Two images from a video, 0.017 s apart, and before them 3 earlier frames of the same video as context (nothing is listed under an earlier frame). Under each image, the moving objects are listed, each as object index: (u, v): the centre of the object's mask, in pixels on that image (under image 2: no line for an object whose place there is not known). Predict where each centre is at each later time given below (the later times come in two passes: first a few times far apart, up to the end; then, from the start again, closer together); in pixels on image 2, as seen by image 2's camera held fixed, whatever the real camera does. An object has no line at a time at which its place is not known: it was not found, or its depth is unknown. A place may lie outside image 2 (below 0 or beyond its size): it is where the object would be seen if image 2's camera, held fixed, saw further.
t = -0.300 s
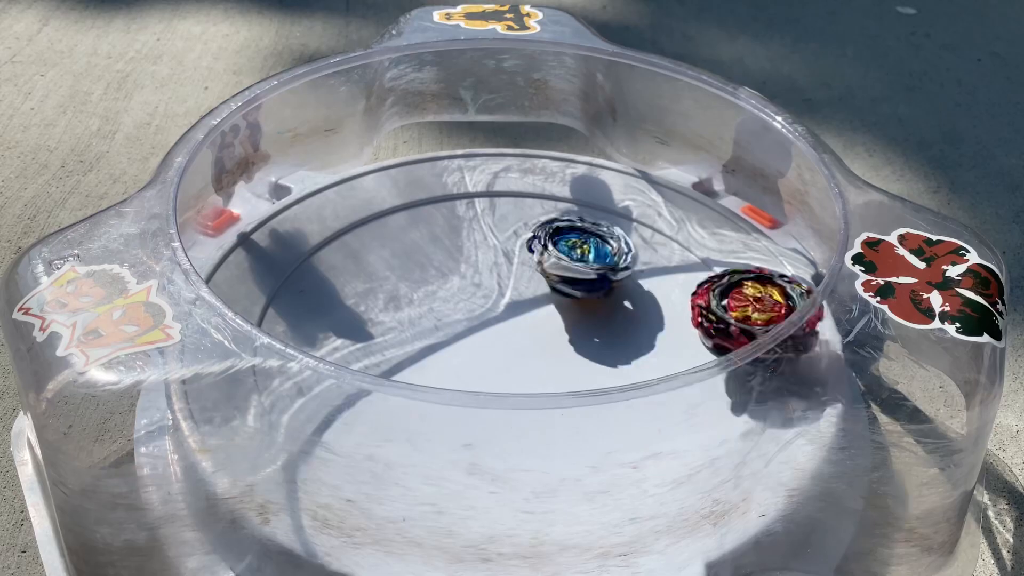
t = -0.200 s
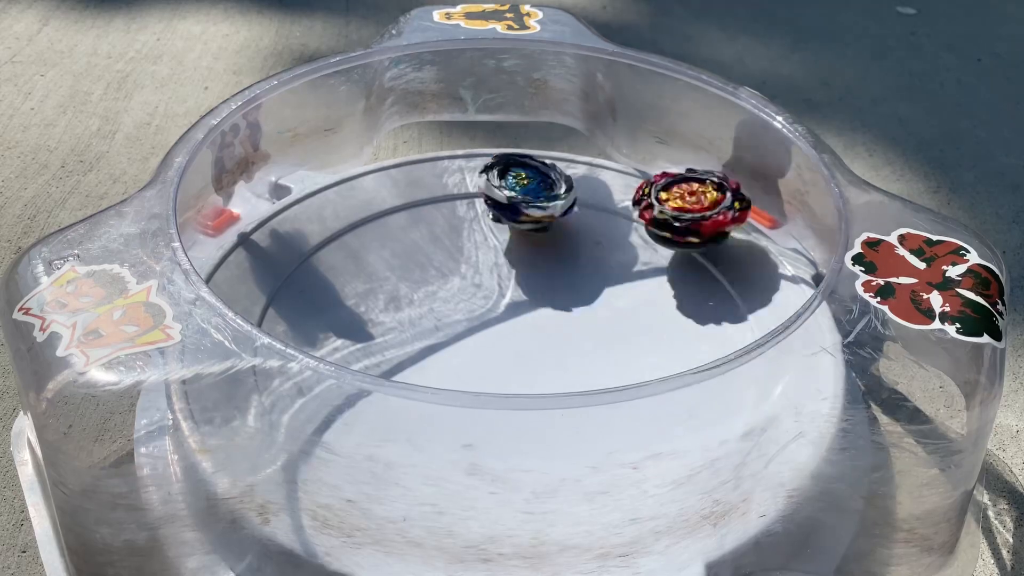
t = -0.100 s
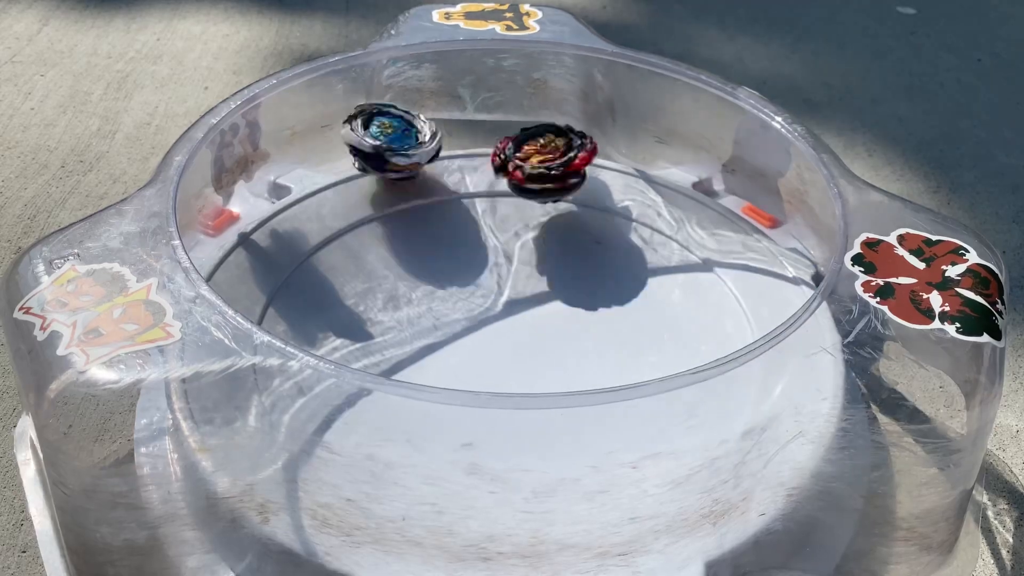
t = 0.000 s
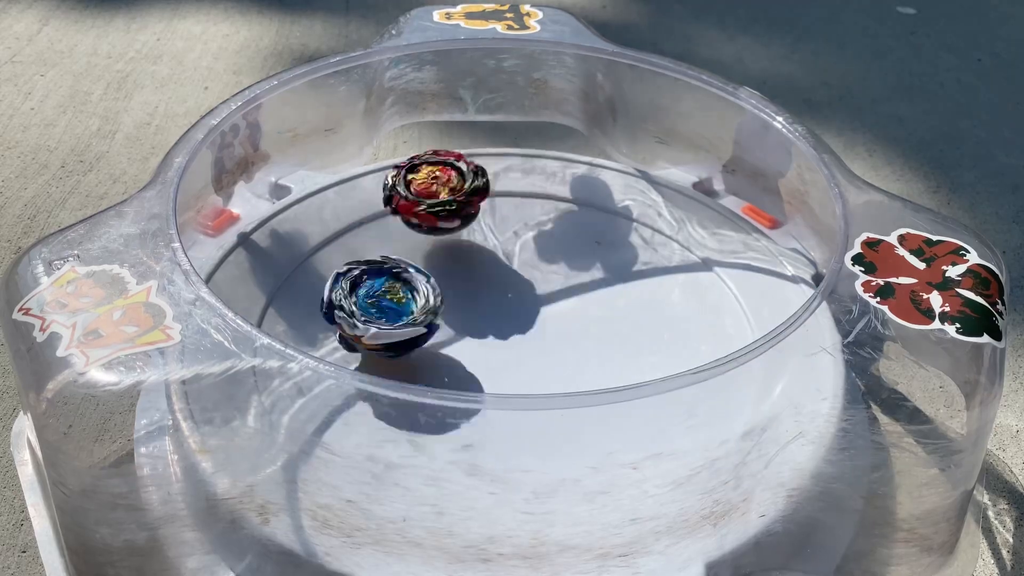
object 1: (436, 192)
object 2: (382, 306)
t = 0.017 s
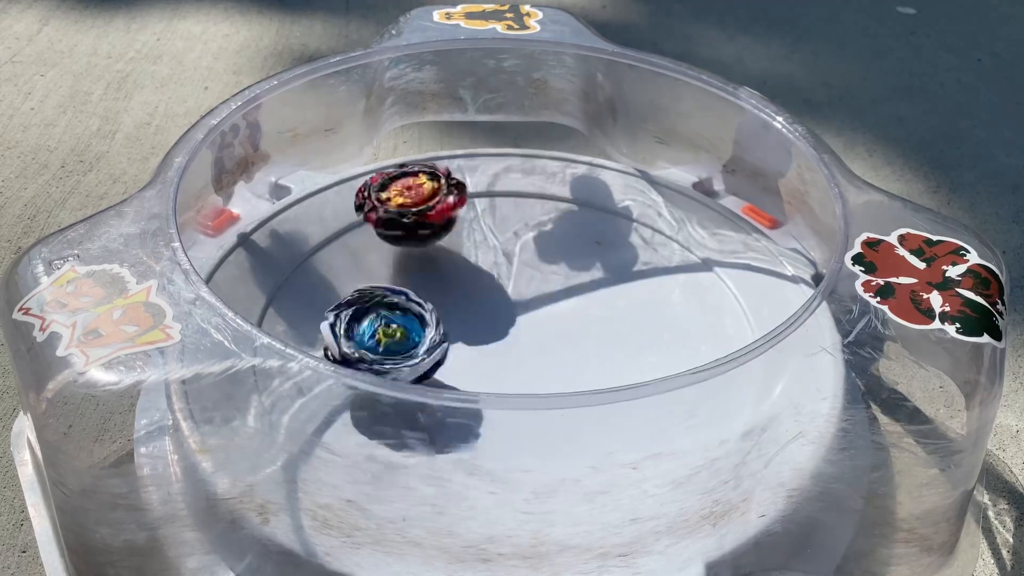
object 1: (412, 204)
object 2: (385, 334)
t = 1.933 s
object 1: (269, 299)
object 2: (630, 434)
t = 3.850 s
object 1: (437, 318)
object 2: (582, 316)
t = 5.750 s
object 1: (441, 279)
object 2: (552, 347)
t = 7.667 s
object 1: (595, 301)
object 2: (450, 319)
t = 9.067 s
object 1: (480, 256)
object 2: (551, 328)
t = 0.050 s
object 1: (370, 227)
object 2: (398, 382)
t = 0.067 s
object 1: (352, 240)
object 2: (401, 421)
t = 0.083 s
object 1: (334, 257)
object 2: (418, 440)
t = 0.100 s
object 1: (317, 276)
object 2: (424, 465)
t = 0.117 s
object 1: (307, 290)
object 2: (453, 472)
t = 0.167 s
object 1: (299, 350)
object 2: (539, 480)
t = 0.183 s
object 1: (295, 373)
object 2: (570, 490)
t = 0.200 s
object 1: (288, 406)
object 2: (596, 489)
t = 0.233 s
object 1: (314, 446)
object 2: (646, 461)
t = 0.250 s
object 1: (329, 471)
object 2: (665, 438)
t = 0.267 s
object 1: (365, 468)
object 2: (685, 429)
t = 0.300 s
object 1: (452, 463)
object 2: (732, 410)
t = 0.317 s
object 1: (494, 458)
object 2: (732, 373)
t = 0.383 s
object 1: (655, 433)
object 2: (747, 286)
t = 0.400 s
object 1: (681, 404)
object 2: (745, 266)
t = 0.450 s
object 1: (744, 336)
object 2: (731, 215)
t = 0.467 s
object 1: (745, 304)
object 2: (715, 204)
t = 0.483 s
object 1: (758, 283)
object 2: (692, 198)
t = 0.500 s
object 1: (765, 263)
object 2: (673, 189)
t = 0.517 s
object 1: (761, 243)
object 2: (654, 180)
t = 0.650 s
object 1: (586, 183)
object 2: (438, 91)
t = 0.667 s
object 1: (561, 181)
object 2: (423, 91)
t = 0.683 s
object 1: (537, 183)
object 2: (441, 109)
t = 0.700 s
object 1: (513, 187)
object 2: (458, 111)
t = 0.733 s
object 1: (459, 194)
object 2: (489, 94)
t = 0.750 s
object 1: (431, 200)
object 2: (503, 103)
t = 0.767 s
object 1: (408, 204)
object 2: (516, 115)
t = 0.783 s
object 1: (385, 211)
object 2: (531, 110)
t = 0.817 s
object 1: (338, 230)
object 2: (556, 112)
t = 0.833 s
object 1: (320, 241)
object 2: (546, 114)
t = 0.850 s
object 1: (297, 256)
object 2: (539, 97)
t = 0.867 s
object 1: (283, 273)
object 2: (532, 88)
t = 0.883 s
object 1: (276, 285)
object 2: (521, 92)
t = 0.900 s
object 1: (276, 296)
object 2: (511, 100)
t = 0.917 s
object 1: (278, 307)
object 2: (500, 111)
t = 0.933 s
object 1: (262, 348)
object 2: (495, 111)
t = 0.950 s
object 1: (264, 373)
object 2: (490, 111)
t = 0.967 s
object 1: (260, 398)
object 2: (484, 114)
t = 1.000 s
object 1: (284, 428)
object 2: (474, 133)
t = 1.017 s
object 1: (302, 440)
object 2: (467, 135)
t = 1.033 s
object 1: (321, 458)
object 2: (458, 139)
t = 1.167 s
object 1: (594, 449)
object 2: (391, 211)
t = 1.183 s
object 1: (624, 441)
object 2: (384, 221)
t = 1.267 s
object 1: (694, 346)
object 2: (351, 272)
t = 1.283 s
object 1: (697, 325)
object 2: (346, 282)
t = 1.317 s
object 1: (706, 291)
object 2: (339, 306)
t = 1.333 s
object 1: (700, 269)
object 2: (337, 314)
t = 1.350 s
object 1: (694, 252)
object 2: (340, 322)
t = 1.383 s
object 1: (669, 215)
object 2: (347, 334)
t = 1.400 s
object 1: (656, 200)
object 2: (343, 347)
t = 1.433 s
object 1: (618, 168)
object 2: (341, 381)
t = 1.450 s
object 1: (599, 158)
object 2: (344, 385)
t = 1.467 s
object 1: (581, 154)
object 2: (352, 390)
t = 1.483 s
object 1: (565, 148)
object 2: (356, 400)
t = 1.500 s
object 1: (554, 138)
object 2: (360, 403)
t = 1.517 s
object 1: (541, 134)
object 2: (363, 422)
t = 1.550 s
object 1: (515, 131)
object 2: (382, 431)
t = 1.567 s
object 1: (501, 128)
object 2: (387, 442)
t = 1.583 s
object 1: (486, 128)
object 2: (393, 441)
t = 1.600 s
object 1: (473, 124)
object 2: (407, 446)
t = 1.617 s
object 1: (459, 124)
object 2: (413, 458)
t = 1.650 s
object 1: (430, 136)
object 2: (440, 462)
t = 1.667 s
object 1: (415, 138)
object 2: (449, 456)
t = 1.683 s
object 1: (398, 142)
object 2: (468, 454)
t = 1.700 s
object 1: (381, 150)
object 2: (482, 466)
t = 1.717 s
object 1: (364, 164)
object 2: (494, 460)
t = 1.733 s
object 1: (347, 175)
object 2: (511, 459)
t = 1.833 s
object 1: (277, 217)
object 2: (583, 448)
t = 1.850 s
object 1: (269, 230)
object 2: (591, 446)
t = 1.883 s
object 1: (257, 258)
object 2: (610, 443)
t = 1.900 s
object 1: (258, 272)
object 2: (615, 439)
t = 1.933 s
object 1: (269, 299)
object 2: (630, 434)
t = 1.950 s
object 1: (272, 336)
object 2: (628, 417)
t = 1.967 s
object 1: (266, 360)
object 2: (628, 409)
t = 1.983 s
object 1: (283, 384)
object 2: (629, 401)
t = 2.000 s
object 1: (297, 412)
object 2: (629, 394)
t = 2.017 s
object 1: (325, 429)
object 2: (628, 387)
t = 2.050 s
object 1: (401, 471)
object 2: (612, 359)
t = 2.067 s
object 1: (439, 478)
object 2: (608, 356)
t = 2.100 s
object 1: (521, 500)
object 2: (598, 349)
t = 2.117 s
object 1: (560, 492)
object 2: (589, 345)
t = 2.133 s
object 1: (601, 488)
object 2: (582, 341)
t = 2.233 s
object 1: (771, 394)
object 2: (532, 312)
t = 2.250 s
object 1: (775, 363)
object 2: (522, 309)
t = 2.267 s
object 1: (787, 344)
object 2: (510, 305)
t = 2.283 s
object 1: (788, 319)
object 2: (501, 302)
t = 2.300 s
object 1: (793, 304)
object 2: (492, 299)
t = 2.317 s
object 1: (789, 281)
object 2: (482, 296)
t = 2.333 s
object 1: (774, 267)
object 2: (474, 294)
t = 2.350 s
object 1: (753, 262)
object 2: (464, 292)
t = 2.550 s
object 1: (428, 185)
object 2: (360, 282)
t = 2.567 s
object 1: (404, 187)
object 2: (354, 283)
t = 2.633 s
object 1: (313, 207)
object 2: (333, 292)
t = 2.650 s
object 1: (293, 215)
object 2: (330, 296)
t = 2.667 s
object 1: (274, 211)
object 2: (330, 311)
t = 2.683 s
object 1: (261, 210)
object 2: (335, 325)
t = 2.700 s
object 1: (263, 221)
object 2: (340, 335)
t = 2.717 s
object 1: (268, 236)
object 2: (338, 365)
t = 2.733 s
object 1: (273, 240)
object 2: (343, 383)
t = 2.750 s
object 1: (280, 248)
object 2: (350, 392)
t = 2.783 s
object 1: (293, 271)
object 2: (368, 424)
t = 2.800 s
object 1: (299, 278)
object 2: (380, 430)
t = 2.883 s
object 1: (359, 319)
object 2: (447, 448)
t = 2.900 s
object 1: (378, 326)
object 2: (460, 447)
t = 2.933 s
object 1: (415, 337)
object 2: (488, 444)
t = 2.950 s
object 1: (435, 342)
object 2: (505, 425)
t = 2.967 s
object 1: (453, 341)
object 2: (514, 423)
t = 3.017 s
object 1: (506, 333)
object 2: (550, 419)
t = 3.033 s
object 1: (526, 327)
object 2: (560, 417)
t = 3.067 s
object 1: (553, 314)
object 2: (577, 408)
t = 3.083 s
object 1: (565, 307)
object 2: (580, 392)
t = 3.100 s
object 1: (576, 299)
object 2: (587, 392)
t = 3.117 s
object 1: (583, 290)
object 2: (592, 386)
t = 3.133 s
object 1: (589, 281)
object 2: (595, 378)
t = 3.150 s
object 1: (594, 272)
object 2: (595, 360)
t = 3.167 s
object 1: (596, 262)
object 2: (598, 357)
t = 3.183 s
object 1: (595, 253)
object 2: (601, 353)
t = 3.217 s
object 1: (592, 241)
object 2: (606, 346)
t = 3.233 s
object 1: (589, 235)
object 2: (607, 342)
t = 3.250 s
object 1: (584, 229)
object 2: (607, 338)
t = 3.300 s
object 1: (565, 221)
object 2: (603, 319)
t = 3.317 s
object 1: (555, 218)
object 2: (602, 313)
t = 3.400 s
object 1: (517, 219)
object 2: (586, 290)
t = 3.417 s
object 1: (510, 222)
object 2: (583, 287)
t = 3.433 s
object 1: (503, 221)
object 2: (582, 290)
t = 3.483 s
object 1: (468, 205)
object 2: (595, 313)
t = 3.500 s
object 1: (458, 202)
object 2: (598, 320)
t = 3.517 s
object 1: (450, 202)
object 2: (600, 326)
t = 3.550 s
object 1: (429, 203)
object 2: (600, 334)
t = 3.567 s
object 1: (419, 206)
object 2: (598, 335)
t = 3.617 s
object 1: (391, 219)
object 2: (597, 337)
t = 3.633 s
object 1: (386, 225)
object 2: (598, 336)
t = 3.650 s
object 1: (381, 231)
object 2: (600, 336)
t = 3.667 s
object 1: (378, 238)
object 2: (599, 333)
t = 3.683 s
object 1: (379, 247)
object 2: (601, 332)
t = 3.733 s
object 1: (384, 273)
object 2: (601, 326)
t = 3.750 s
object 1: (388, 282)
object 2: (600, 325)
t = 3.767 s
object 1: (395, 290)
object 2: (600, 323)
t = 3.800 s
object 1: (410, 303)
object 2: (594, 320)
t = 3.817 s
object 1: (418, 310)
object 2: (592, 318)
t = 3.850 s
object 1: (437, 318)
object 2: (582, 316)
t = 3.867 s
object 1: (445, 321)
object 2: (577, 315)
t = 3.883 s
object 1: (452, 321)
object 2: (575, 314)
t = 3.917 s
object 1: (446, 320)
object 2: (587, 310)
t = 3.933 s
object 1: (445, 321)
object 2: (591, 310)
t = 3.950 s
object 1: (445, 321)
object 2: (593, 310)
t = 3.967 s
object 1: (447, 323)
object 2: (592, 309)
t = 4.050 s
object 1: (453, 330)
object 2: (577, 309)
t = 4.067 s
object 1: (454, 331)
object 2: (574, 310)
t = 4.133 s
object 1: (447, 339)
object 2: (576, 309)
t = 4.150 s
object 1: (445, 341)
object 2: (577, 308)
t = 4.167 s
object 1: (445, 342)
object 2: (577, 308)
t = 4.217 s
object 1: (449, 346)
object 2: (573, 306)
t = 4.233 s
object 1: (449, 348)
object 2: (572, 306)
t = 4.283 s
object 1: (458, 350)
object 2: (564, 307)
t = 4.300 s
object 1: (460, 351)
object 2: (561, 308)
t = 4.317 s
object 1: (466, 351)
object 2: (561, 309)
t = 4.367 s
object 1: (432, 357)
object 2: (596, 290)
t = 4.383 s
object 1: (427, 359)
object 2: (606, 285)
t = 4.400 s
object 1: (417, 376)
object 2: (611, 280)
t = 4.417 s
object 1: (412, 380)
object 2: (616, 276)
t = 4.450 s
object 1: (405, 385)
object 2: (619, 268)
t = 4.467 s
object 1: (401, 399)
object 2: (621, 265)
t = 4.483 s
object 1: (400, 401)
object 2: (621, 261)
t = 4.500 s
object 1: (400, 405)
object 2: (621, 257)
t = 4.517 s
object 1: (400, 411)
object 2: (620, 254)
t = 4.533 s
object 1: (411, 418)
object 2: (616, 244)
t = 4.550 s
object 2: (601, 234)
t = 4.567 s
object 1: (459, 415)
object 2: (578, 232)
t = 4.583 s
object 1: (481, 393)
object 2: (553, 240)
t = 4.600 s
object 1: (491, 360)
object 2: (530, 252)
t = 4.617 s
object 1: (489, 343)
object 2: (512, 265)
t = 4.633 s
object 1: (452, 353)
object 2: (533, 228)
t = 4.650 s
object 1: (436, 354)
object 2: (538, 211)
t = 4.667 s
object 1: (431, 355)
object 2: (533, 210)
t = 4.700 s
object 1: (435, 354)
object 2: (505, 214)
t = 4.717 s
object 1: (442, 350)
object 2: (491, 224)
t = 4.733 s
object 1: (451, 346)
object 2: (482, 241)
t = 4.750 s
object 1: (460, 338)
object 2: (479, 257)
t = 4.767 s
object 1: (448, 345)
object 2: (489, 264)
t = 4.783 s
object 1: (453, 349)
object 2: (500, 275)
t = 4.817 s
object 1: (459, 372)
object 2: (535, 289)
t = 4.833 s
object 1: (470, 375)
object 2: (555, 294)
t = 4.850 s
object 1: (483, 375)
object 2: (573, 297)
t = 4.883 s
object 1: (507, 357)
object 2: (604, 302)
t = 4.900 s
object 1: (512, 351)
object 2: (615, 302)
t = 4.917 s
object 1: (495, 347)
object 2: (631, 295)
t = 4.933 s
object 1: (485, 341)
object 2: (634, 288)
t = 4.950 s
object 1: (476, 333)
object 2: (627, 284)
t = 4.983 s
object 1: (461, 320)
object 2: (587, 292)
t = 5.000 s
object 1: (441, 313)
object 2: (583, 297)
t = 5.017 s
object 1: (402, 308)
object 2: (607, 300)
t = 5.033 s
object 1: (374, 306)
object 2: (615, 303)
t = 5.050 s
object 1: (353, 308)
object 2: (615, 306)
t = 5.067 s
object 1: (344, 311)
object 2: (610, 313)
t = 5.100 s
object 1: (363, 321)
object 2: (589, 329)
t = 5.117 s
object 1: (387, 325)
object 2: (574, 338)
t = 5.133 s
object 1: (416, 322)
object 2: (558, 345)
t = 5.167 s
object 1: (454, 296)
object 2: (548, 358)
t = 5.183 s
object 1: (466, 280)
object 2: (539, 363)
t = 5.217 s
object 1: (489, 254)
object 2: (524, 367)
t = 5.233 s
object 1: (495, 244)
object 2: (512, 380)
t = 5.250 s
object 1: (502, 239)
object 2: (505, 365)
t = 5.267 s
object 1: (510, 238)
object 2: (493, 361)
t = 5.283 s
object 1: (517, 242)
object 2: (479, 357)
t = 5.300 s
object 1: (527, 248)
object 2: (469, 351)
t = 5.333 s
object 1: (550, 266)
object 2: (452, 335)
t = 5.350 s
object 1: (561, 277)
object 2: (446, 325)
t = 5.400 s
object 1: (587, 315)
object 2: (436, 291)
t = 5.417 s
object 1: (594, 327)
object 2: (436, 282)
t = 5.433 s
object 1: (599, 337)
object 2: (439, 275)
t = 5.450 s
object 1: (600, 345)
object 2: (443, 270)
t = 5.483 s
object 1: (586, 354)
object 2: (463, 270)
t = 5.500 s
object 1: (573, 356)
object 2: (477, 272)
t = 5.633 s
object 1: (423, 341)
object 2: (590, 308)
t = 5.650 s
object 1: (414, 336)
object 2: (595, 314)
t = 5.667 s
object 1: (413, 329)
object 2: (597, 320)
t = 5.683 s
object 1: (414, 318)
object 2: (597, 328)
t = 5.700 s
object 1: (418, 308)
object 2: (591, 333)
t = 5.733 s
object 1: (432, 287)
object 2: (567, 343)
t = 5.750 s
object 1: (441, 279)
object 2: (552, 347)
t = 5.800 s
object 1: (481, 263)
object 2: (500, 351)
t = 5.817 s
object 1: (495, 261)
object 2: (483, 351)
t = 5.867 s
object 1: (539, 266)
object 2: (440, 346)
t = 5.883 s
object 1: (553, 272)
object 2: (431, 343)
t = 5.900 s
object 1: (564, 278)
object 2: (428, 339)
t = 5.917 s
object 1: (574, 285)
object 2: (429, 335)
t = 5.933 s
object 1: (582, 293)
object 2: (435, 328)
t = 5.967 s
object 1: (588, 313)
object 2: (451, 312)
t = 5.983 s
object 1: (586, 324)
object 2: (459, 303)
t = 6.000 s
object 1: (583, 334)
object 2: (469, 295)
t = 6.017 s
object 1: (574, 342)
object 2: (477, 286)
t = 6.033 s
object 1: (563, 349)
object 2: (489, 280)
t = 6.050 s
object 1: (552, 354)
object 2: (499, 274)
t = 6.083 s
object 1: (521, 359)
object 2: (521, 270)
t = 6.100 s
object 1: (506, 361)
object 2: (532, 269)
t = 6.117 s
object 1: (489, 360)
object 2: (539, 270)
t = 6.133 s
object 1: (475, 357)
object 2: (546, 274)
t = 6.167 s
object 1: (452, 349)
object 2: (554, 288)
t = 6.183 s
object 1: (443, 344)
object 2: (556, 297)
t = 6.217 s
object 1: (431, 325)
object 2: (563, 316)
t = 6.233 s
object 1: (413, 313)
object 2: (579, 324)
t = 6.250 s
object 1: (402, 304)
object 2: (590, 328)
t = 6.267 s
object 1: (395, 295)
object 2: (596, 335)
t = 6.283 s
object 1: (392, 287)
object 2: (601, 340)
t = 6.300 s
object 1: (397, 284)
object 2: (600, 342)
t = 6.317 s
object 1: (406, 280)
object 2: (590, 343)
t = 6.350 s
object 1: (440, 280)
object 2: (557, 346)
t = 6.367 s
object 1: (460, 278)
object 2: (540, 347)
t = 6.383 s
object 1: (472, 265)
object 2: (536, 355)
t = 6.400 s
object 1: (483, 257)
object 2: (527, 359)
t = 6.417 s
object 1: (494, 251)
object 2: (516, 361)
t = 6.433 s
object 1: (505, 248)
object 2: (505, 361)
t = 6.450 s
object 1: (518, 249)
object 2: (495, 362)
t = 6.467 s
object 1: (530, 255)
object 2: (484, 360)
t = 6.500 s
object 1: (554, 267)
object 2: (466, 351)
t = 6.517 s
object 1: (562, 278)
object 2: (461, 344)
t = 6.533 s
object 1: (570, 290)
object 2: (458, 338)
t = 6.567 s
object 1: (583, 314)
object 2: (454, 316)
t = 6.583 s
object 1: (589, 326)
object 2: (455, 307)
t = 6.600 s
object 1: (590, 338)
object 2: (459, 298)
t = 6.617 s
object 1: (588, 346)
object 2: (464, 290)
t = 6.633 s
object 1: (580, 351)
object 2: (470, 282)
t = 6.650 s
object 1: (569, 356)
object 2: (480, 276)
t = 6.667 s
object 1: (553, 359)
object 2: (490, 272)
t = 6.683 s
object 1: (536, 360)
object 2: (501, 270)
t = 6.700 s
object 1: (514, 360)
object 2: (513, 271)
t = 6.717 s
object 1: (494, 358)
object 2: (525, 273)
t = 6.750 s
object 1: (458, 348)
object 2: (543, 283)
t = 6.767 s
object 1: (444, 341)
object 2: (551, 289)
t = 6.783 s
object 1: (432, 332)
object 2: (557, 297)
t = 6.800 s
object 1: (426, 321)
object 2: (561, 306)
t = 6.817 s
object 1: (423, 309)
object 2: (563, 315)
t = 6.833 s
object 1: (423, 299)
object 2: (562, 325)
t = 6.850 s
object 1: (426, 288)
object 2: (556, 334)
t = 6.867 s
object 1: (433, 280)
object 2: (550, 341)
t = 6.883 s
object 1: (443, 274)
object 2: (541, 346)
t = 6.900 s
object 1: (456, 270)
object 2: (529, 352)
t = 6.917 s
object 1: (472, 268)
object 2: (515, 353)
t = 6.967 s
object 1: (522, 274)
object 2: (475, 352)
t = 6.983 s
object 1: (539, 281)
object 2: (464, 350)
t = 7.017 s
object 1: (568, 294)
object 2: (448, 340)
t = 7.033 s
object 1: (578, 302)
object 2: (444, 331)
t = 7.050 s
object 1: (586, 311)
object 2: (443, 322)
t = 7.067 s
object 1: (589, 320)
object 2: (446, 314)
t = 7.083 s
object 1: (588, 329)
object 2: (450, 306)
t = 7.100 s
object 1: (582, 339)
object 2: (458, 299)
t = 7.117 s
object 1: (572, 344)
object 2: (465, 292)
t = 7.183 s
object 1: (509, 361)
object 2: (506, 270)
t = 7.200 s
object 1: (493, 361)
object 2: (516, 267)
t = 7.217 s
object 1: (477, 360)
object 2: (526, 266)
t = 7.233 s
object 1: (463, 357)
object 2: (536, 266)
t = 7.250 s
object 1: (452, 353)
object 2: (547, 270)
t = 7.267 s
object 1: (444, 347)
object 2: (553, 276)
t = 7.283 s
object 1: (441, 339)
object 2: (559, 284)
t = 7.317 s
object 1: (442, 317)
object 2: (561, 302)
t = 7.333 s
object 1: (438, 304)
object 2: (564, 310)
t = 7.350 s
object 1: (438, 293)
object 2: (563, 319)
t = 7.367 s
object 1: (442, 284)
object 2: (558, 327)
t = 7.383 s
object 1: (449, 276)
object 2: (549, 334)
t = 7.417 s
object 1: (469, 262)
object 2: (527, 346)
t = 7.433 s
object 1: (475, 251)
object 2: (517, 354)
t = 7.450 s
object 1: (482, 244)
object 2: (507, 356)
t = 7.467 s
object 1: (491, 241)
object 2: (496, 357)
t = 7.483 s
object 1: (500, 243)
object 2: (485, 355)
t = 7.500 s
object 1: (510, 249)
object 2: (474, 352)
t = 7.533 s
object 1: (533, 270)
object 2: (464, 341)
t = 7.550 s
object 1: (555, 276)
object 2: (446, 339)
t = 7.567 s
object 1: (571, 283)
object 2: (441, 333)
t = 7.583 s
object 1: (582, 288)
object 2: (444, 328)
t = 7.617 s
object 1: (589, 293)
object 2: (445, 324)
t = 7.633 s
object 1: (591, 296)
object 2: (447, 322)
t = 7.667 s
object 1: (595, 301)
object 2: (450, 319)
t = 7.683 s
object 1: (597, 304)
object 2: (454, 317)
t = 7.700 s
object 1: (598, 306)
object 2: (456, 316)
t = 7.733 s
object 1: (600, 312)
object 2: (459, 315)
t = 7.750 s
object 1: (600, 316)
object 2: (462, 314)
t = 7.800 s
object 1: (600, 326)
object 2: (469, 312)
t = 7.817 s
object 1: (598, 329)
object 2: (472, 311)
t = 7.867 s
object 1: (594, 338)
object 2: (479, 310)
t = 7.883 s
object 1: (594, 340)
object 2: (480, 308)
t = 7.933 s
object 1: (592, 348)
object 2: (483, 303)
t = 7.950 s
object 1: (591, 350)
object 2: (487, 303)
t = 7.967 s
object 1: (589, 351)
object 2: (490, 302)
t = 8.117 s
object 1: (560, 365)
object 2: (514, 297)
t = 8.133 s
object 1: (555, 376)
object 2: (517, 295)
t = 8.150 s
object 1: (552, 367)
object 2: (520, 294)
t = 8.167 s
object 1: (547, 380)
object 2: (523, 295)
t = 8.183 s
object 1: (542, 381)
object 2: (525, 294)
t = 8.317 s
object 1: (498, 378)
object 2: (541, 294)
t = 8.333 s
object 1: (493, 377)
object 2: (542, 293)
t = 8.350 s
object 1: (488, 374)
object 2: (545, 293)
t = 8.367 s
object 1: (483, 365)
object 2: (547, 294)
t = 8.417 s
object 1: (471, 360)
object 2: (553, 296)
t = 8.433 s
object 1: (467, 358)
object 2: (554, 296)
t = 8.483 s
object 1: (457, 351)
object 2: (557, 300)
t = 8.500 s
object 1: (454, 350)
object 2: (558, 301)
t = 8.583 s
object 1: (447, 335)
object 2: (560, 307)
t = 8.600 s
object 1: (445, 329)
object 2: (562, 309)
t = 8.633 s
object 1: (431, 320)
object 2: (573, 311)
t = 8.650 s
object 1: (428, 316)
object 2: (577, 313)
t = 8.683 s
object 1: (427, 309)
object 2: (580, 316)
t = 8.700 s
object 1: (427, 305)
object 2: (580, 317)
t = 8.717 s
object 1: (425, 301)
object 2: (579, 318)
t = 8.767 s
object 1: (425, 290)
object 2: (579, 318)
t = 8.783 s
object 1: (426, 287)
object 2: (579, 319)
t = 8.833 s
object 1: (430, 277)
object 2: (576, 323)
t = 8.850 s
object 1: (431, 274)
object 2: (575, 325)
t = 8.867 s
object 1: (433, 271)
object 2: (572, 326)
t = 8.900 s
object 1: (440, 266)
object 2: (567, 328)
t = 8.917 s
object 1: (444, 264)
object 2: (565, 328)
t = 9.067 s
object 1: (480, 256)
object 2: (551, 328)
